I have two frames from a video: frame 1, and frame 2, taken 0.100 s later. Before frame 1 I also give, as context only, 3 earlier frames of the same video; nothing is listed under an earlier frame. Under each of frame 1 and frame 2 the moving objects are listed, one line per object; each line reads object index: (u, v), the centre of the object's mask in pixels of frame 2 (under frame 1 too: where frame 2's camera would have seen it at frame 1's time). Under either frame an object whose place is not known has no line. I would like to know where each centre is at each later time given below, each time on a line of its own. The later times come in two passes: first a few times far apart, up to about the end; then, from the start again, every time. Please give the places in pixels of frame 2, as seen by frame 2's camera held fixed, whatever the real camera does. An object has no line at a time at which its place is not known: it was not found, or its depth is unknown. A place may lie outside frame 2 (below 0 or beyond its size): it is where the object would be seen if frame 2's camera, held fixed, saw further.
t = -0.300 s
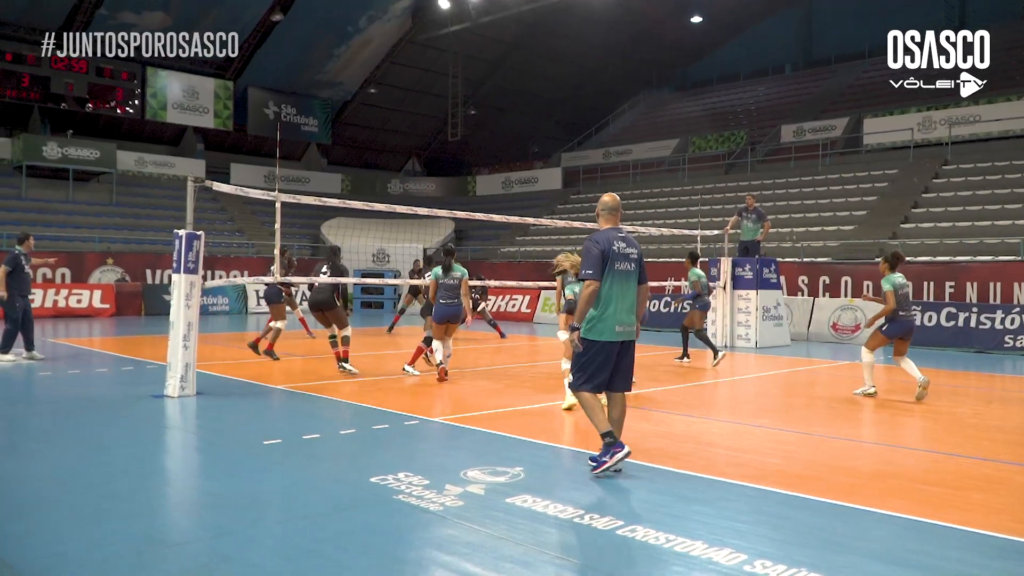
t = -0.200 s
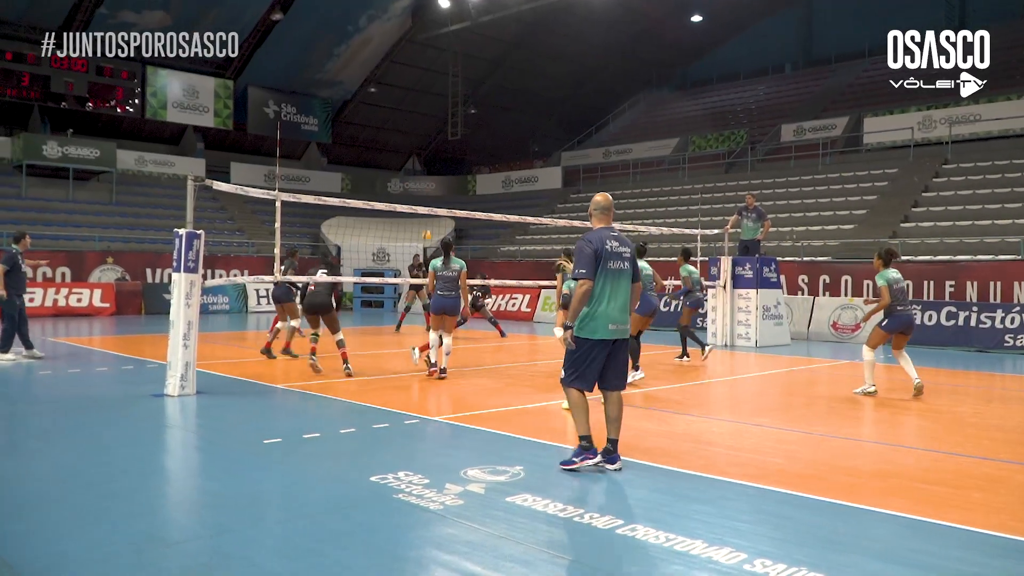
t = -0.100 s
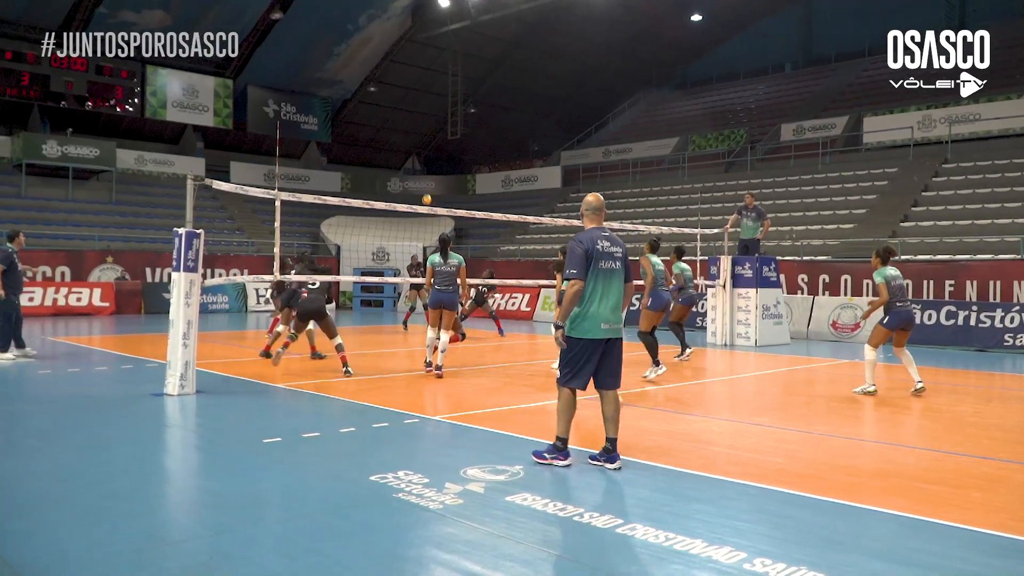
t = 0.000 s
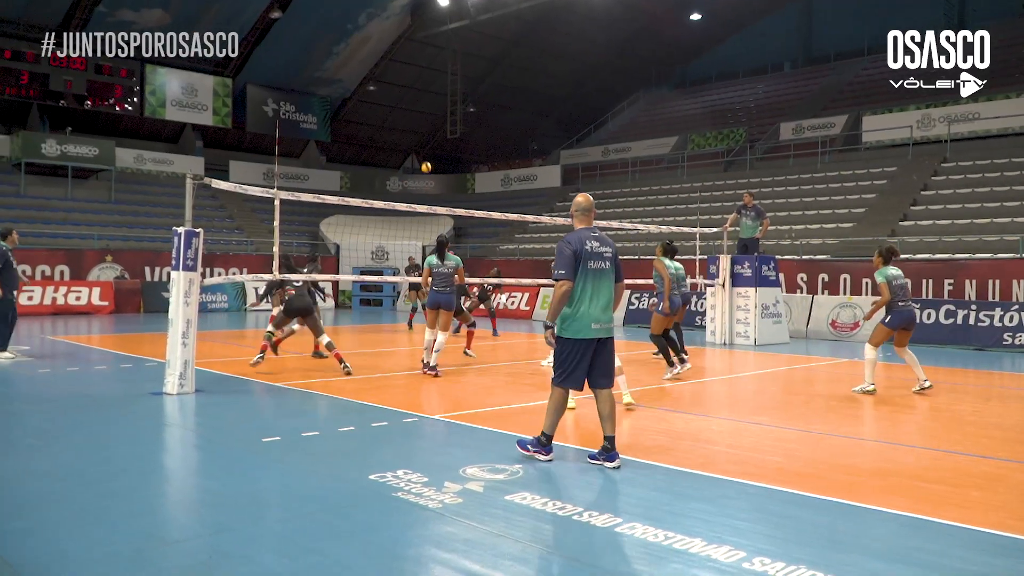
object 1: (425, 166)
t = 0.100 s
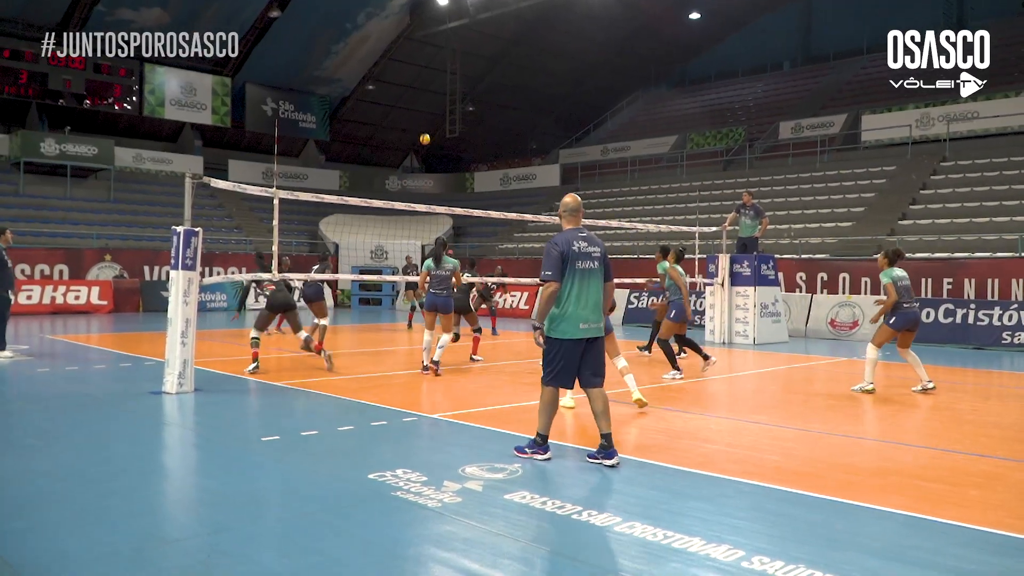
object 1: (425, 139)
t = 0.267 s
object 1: (424, 102)
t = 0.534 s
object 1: (423, 68)
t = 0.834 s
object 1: (420, 70)
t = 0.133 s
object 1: (425, 131)
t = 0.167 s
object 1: (425, 123)
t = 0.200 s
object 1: (425, 116)
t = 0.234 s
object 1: (424, 109)
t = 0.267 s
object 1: (424, 102)
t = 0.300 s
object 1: (424, 96)
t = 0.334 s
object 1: (424, 91)
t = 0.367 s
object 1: (424, 86)
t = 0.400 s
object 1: (424, 81)
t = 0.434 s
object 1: (424, 77)
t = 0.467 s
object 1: (423, 74)
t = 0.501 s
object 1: (423, 71)
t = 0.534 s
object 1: (423, 68)
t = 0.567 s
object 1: (423, 66)
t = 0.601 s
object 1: (422, 64)
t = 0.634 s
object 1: (422, 63)
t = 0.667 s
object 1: (422, 63)
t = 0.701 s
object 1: (422, 63)
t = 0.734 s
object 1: (422, 64)
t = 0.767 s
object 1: (421, 65)
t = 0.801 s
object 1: (421, 67)
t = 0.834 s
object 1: (420, 70)
